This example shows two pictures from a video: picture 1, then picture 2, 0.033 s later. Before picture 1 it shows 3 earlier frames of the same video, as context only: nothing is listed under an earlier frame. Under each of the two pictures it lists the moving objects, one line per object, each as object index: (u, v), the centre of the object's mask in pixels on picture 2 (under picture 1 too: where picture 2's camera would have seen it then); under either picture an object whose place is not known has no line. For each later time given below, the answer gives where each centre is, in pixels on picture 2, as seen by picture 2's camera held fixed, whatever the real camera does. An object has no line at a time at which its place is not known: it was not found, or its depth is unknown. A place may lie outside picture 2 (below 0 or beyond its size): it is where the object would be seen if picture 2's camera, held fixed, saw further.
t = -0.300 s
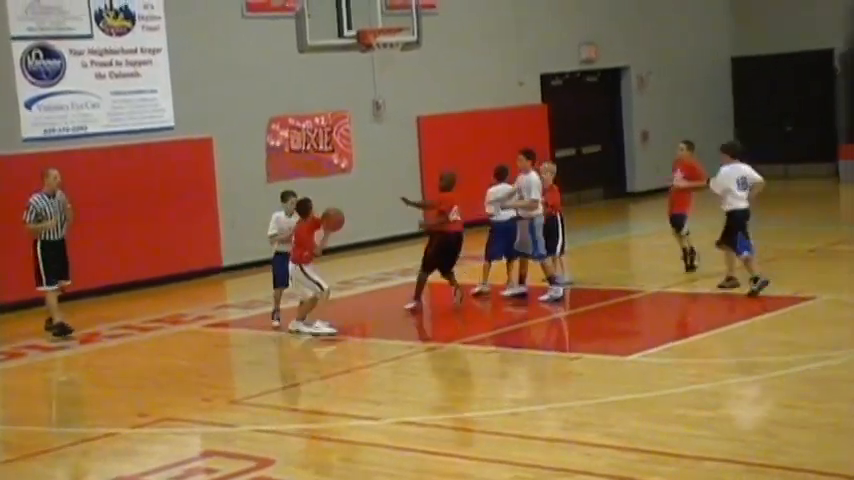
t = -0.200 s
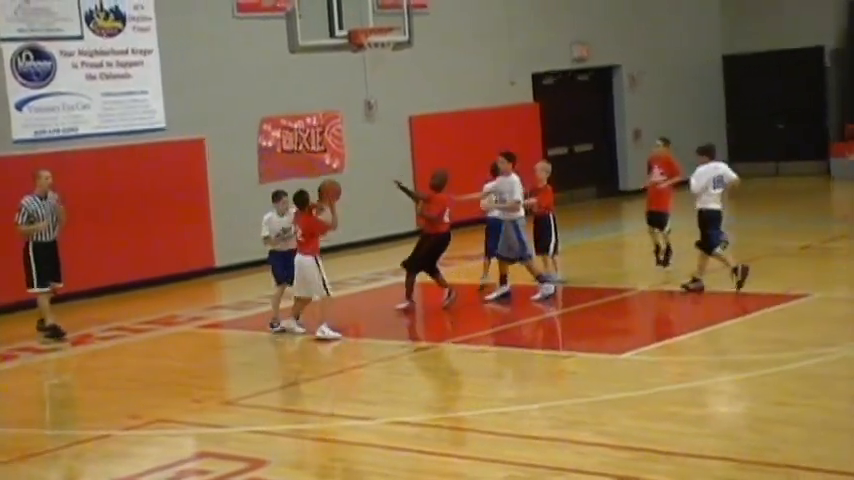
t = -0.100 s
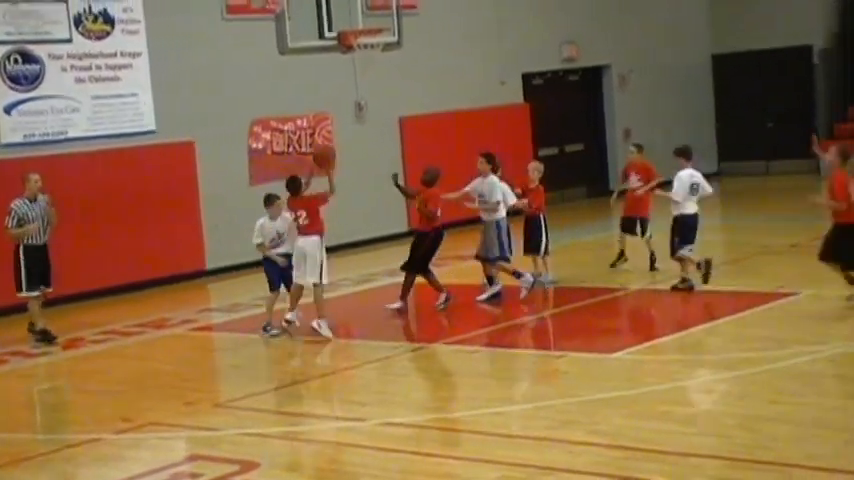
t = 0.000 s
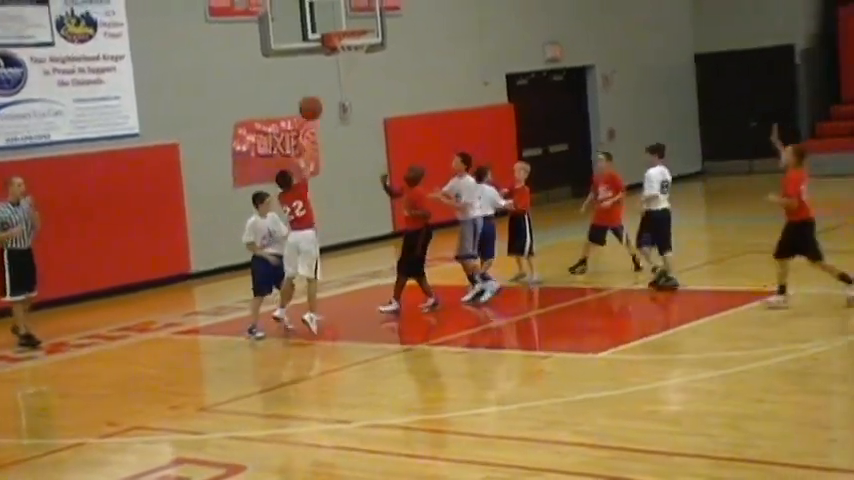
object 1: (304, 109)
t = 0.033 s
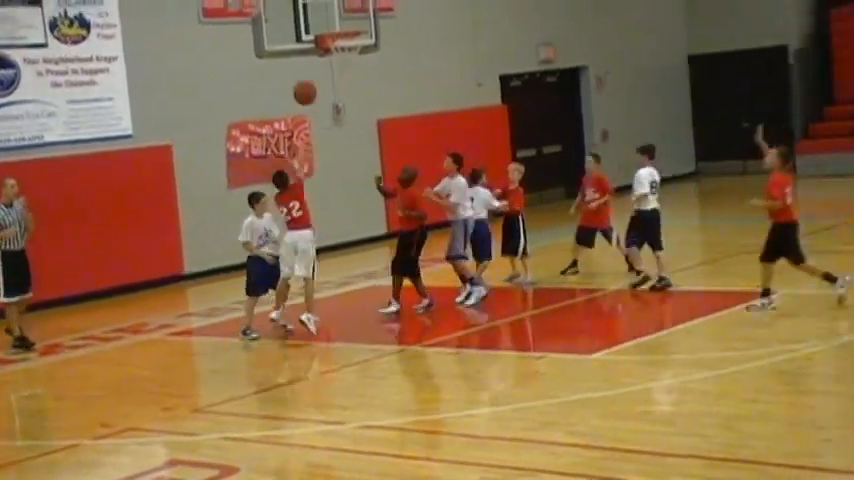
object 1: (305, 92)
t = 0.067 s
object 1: (306, 78)
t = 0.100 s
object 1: (306, 64)
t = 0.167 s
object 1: (309, 42)
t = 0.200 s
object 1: (310, 31)
